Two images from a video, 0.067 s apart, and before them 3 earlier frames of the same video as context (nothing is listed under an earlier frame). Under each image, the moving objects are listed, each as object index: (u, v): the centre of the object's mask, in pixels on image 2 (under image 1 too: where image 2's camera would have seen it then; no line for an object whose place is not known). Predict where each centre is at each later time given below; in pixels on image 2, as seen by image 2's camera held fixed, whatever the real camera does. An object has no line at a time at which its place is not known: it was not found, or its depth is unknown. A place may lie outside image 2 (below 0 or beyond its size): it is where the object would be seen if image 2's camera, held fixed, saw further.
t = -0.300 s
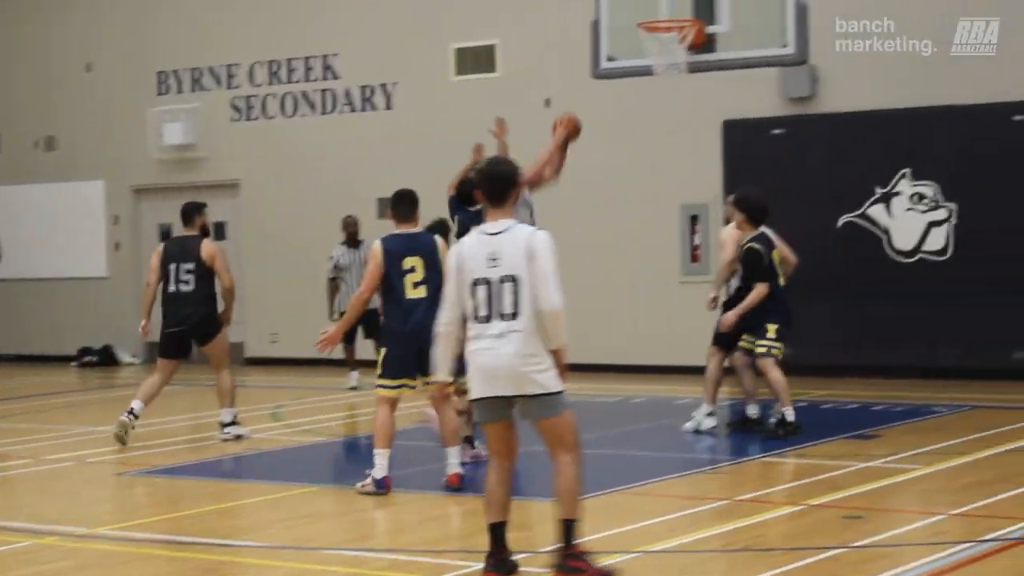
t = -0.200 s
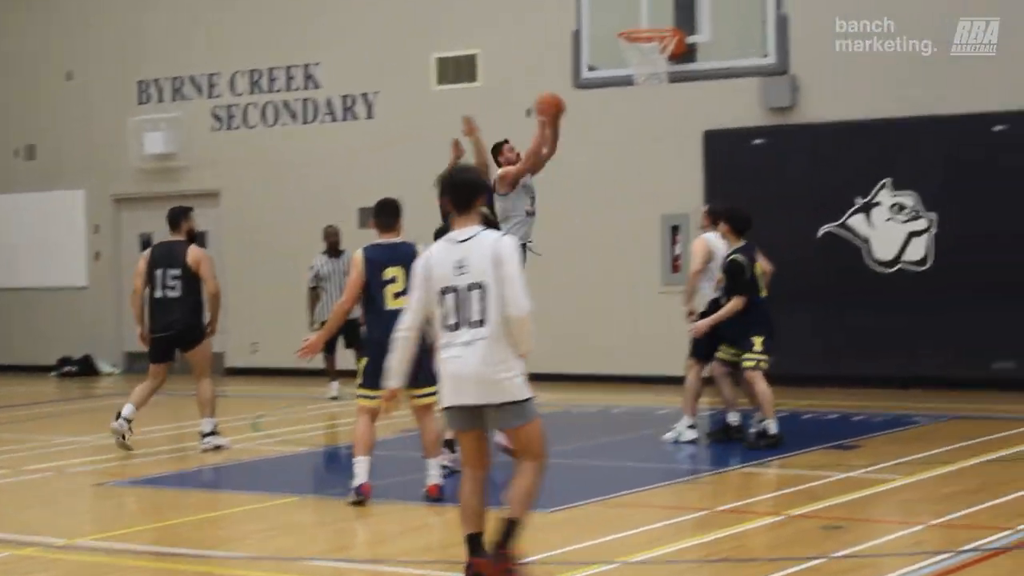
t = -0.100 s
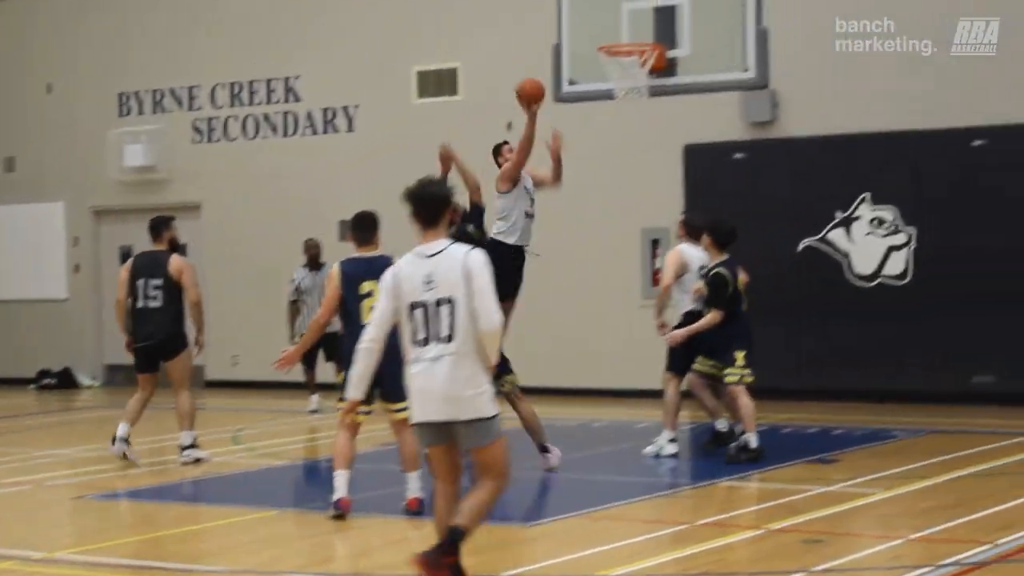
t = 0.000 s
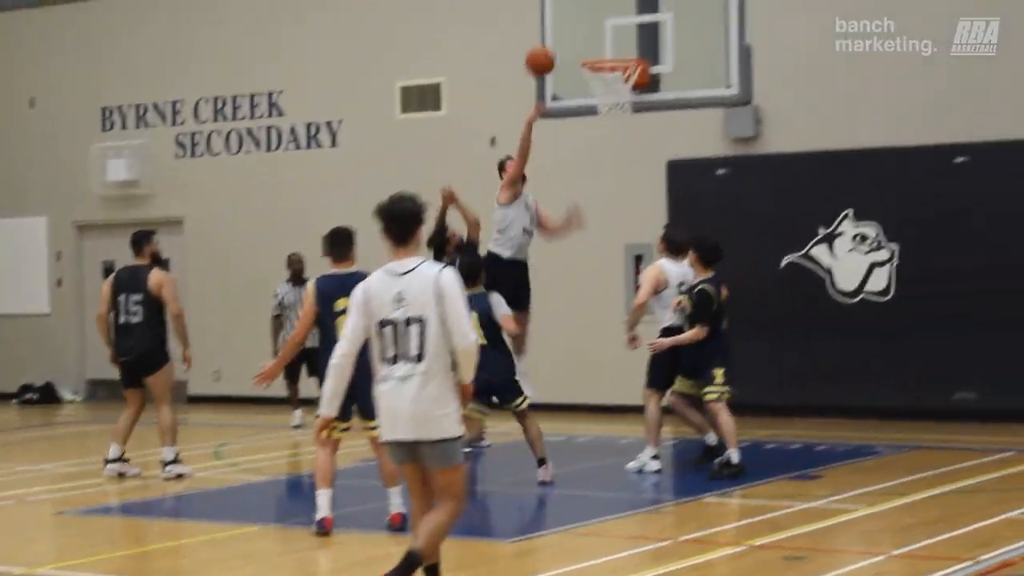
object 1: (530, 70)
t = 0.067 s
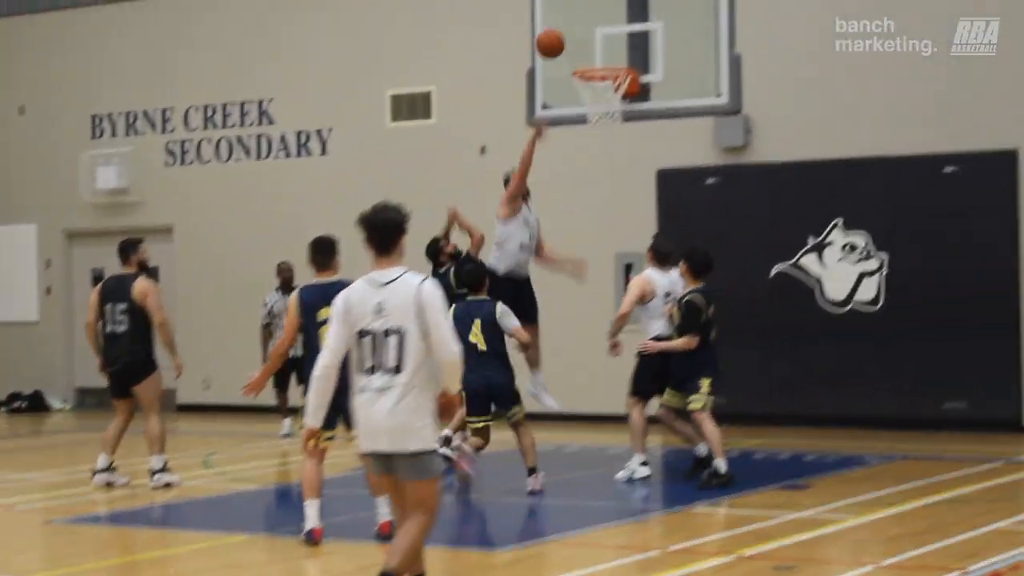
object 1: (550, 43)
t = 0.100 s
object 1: (559, 33)
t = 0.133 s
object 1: (567, 25)
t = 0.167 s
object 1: (570, 20)
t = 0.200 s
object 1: (571, 19)
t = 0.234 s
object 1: (570, 23)
